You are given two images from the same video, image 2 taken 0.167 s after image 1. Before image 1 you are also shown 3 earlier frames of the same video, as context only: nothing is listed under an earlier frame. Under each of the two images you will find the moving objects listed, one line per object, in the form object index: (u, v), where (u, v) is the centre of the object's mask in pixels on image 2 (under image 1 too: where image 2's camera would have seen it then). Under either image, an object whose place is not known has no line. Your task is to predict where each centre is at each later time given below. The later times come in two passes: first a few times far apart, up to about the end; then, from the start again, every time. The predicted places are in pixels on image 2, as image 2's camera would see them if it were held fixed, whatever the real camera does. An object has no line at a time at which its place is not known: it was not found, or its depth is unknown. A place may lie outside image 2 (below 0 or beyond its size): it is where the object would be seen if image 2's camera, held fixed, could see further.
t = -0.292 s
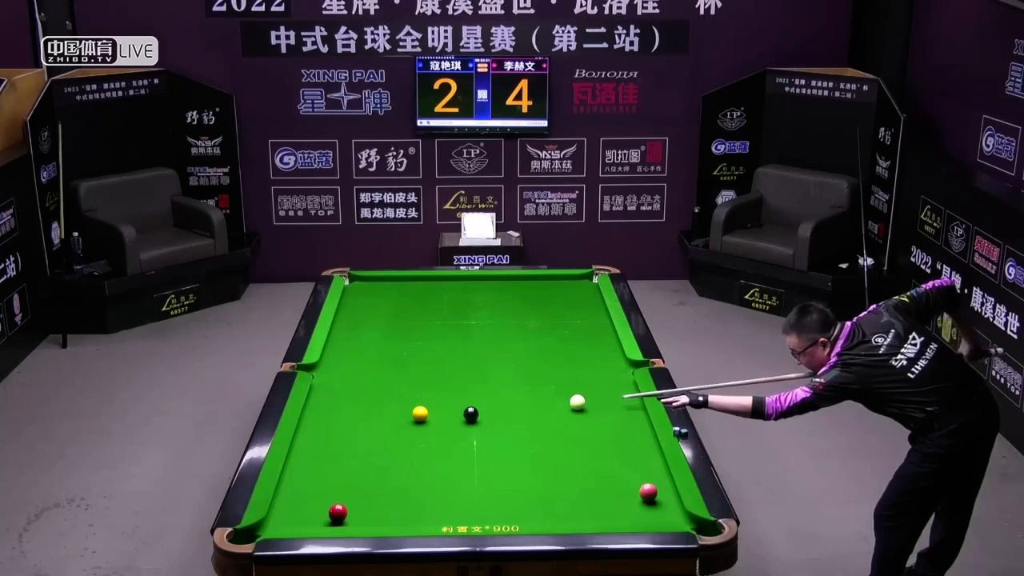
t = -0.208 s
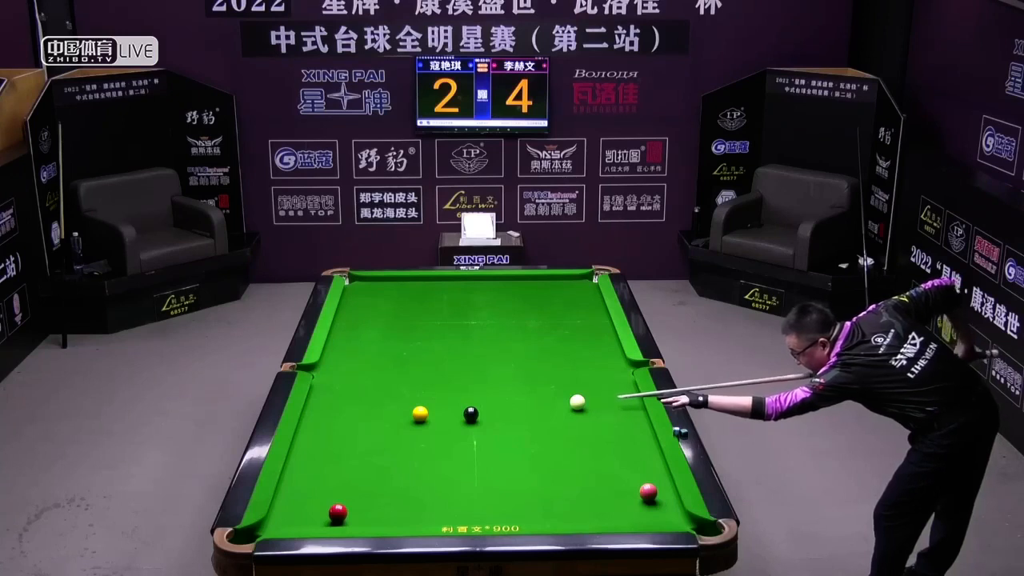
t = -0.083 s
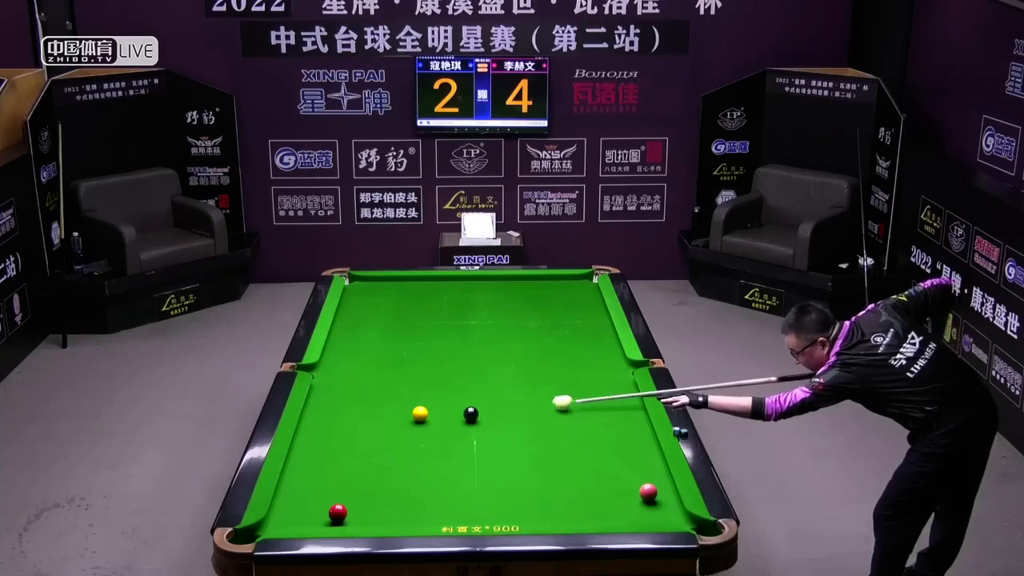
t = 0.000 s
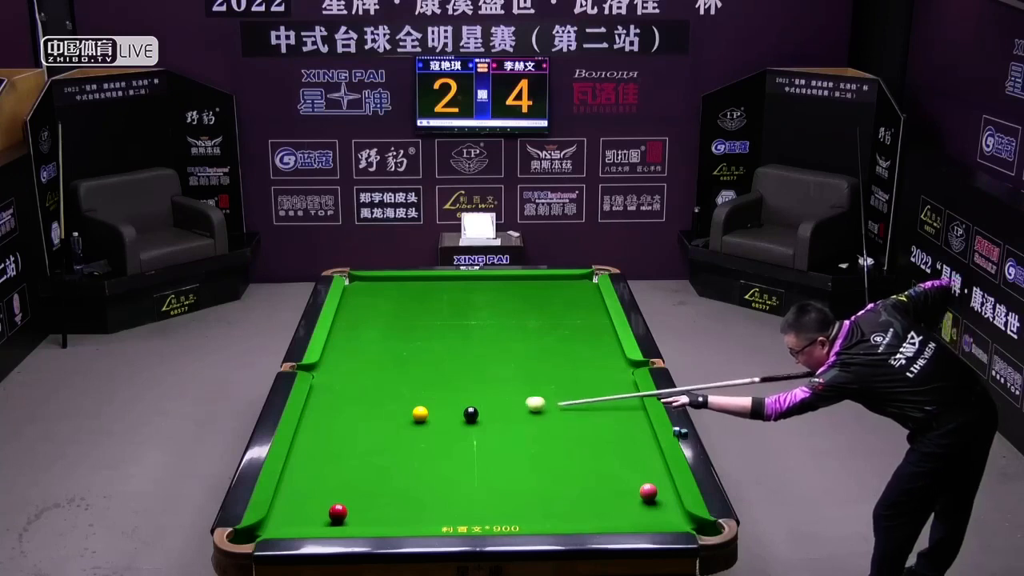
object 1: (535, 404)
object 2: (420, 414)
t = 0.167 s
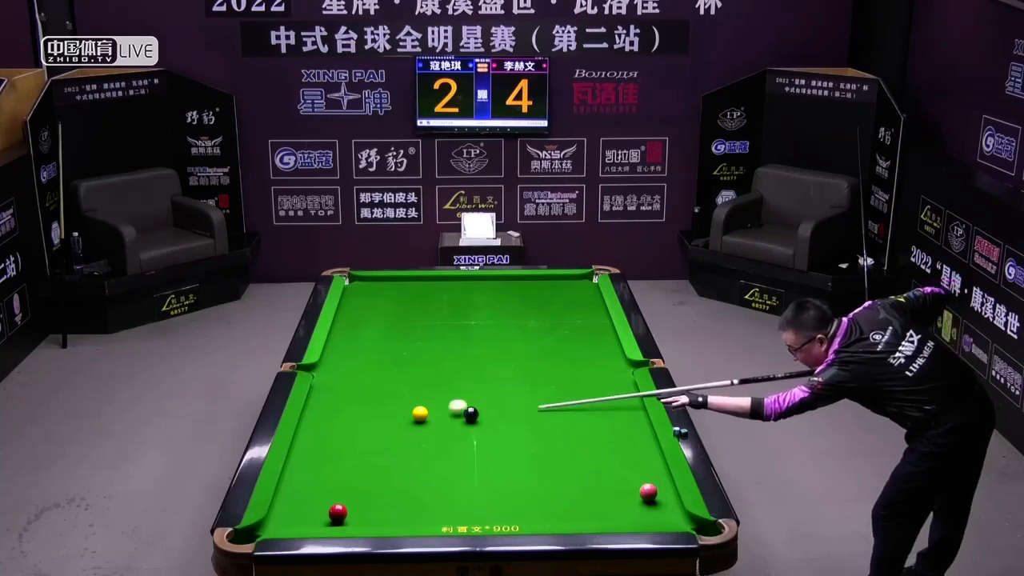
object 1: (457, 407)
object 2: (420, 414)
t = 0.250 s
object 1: (424, 405)
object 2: (419, 415)
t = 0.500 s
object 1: (356, 399)
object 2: (404, 425)
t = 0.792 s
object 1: (336, 389)
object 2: (390, 436)
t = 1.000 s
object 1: (370, 380)
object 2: (379, 444)
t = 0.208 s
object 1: (436, 408)
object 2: (420, 414)
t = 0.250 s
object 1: (424, 405)
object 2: (419, 415)
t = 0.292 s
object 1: (412, 404)
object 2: (416, 417)
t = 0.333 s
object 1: (406, 404)
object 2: (414, 418)
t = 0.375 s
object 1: (395, 403)
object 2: (412, 420)
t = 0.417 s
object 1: (378, 401)
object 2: (409, 423)
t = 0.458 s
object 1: (367, 400)
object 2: (406, 423)
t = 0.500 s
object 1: (356, 399)
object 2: (404, 425)
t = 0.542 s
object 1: (351, 398)
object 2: (403, 426)
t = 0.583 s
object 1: (340, 397)
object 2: (401, 428)
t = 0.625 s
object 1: (324, 394)
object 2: (397, 431)
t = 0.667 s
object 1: (315, 393)
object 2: (395, 432)
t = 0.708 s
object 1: (324, 391)
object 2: (393, 434)
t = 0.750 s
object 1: (328, 390)
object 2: (392, 435)
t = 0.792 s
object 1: (336, 389)
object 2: (390, 436)
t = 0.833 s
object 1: (346, 386)
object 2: (387, 439)
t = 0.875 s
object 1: (353, 384)
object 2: (384, 440)
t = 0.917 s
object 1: (360, 382)
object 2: (382, 442)
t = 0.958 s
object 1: (363, 382)
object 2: (381, 443)
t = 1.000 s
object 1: (370, 380)
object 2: (379, 444)
